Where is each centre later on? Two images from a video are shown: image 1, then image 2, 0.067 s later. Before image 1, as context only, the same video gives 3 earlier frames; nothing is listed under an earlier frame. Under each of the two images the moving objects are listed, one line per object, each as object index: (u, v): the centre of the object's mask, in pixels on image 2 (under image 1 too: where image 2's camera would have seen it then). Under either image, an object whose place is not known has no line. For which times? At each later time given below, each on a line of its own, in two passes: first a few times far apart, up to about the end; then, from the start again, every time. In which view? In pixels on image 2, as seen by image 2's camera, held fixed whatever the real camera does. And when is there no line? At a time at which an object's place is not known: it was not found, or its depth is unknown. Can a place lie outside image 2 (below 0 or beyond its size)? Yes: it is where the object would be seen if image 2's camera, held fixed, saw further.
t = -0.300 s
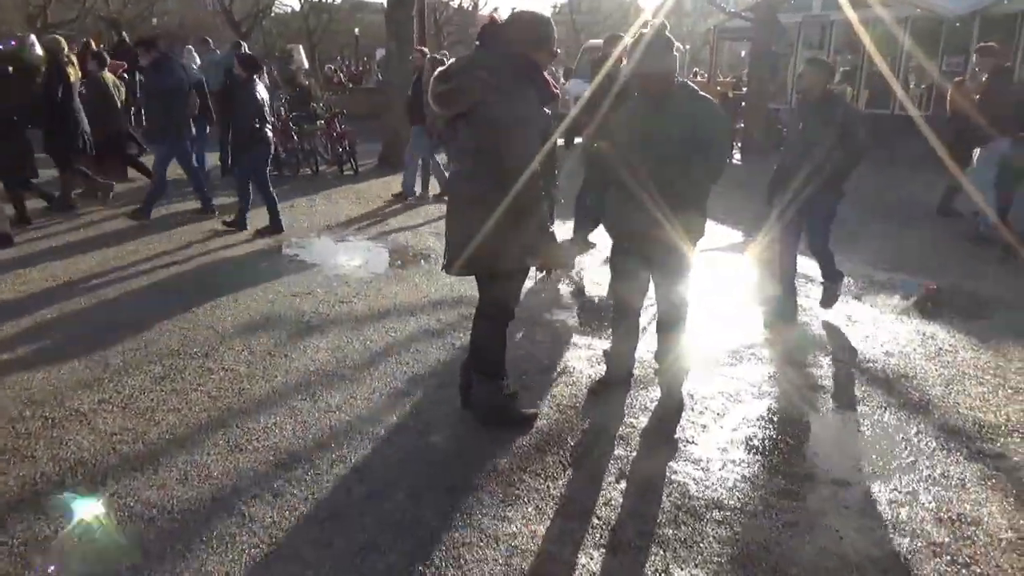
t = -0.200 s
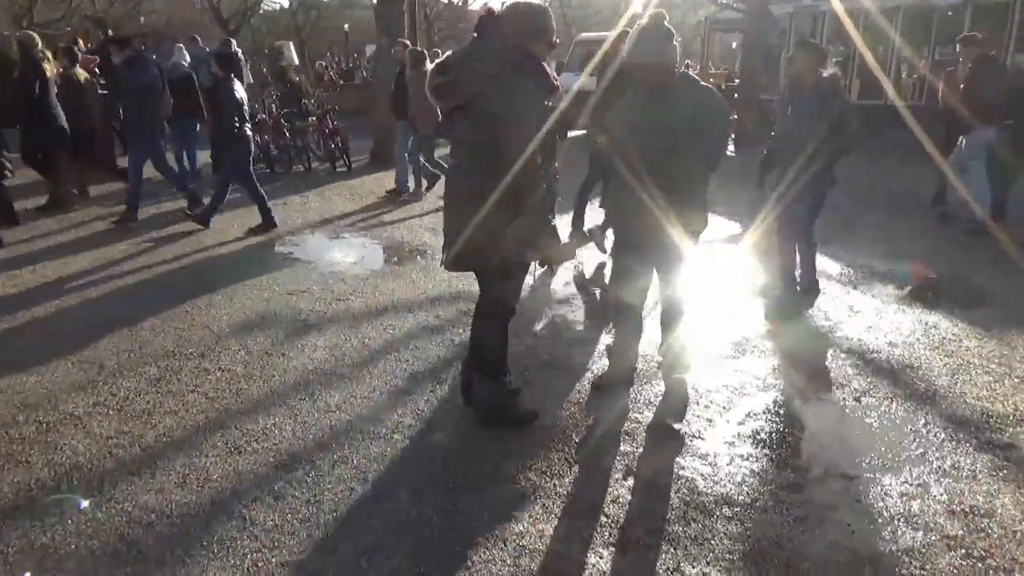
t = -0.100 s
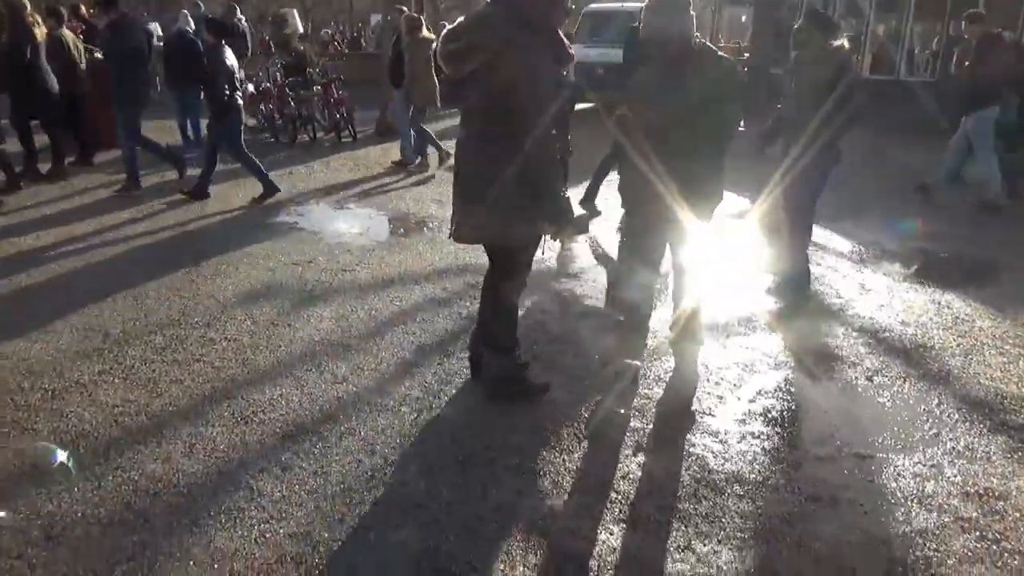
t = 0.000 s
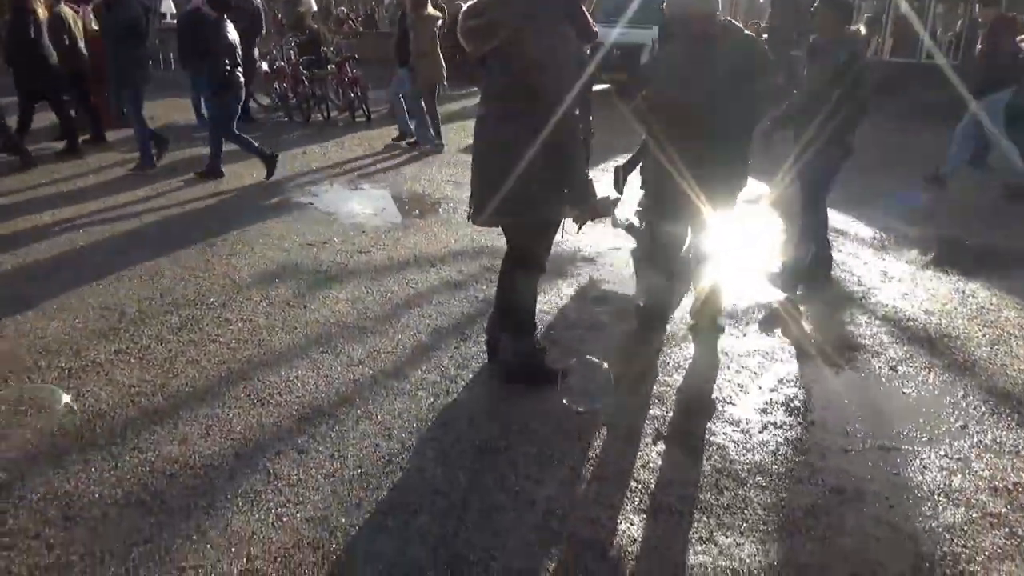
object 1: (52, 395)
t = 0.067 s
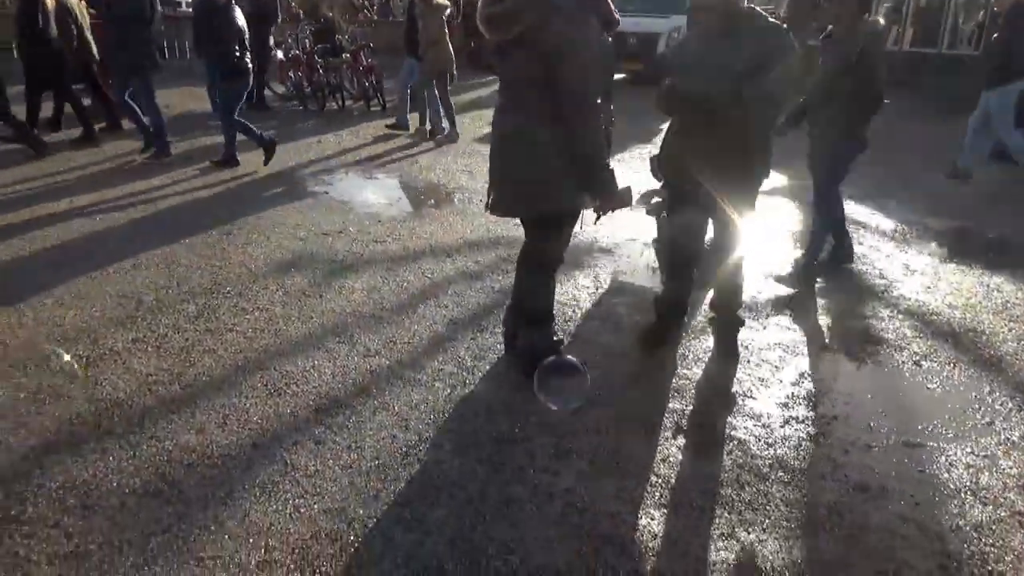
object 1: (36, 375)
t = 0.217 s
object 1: (37, 330)
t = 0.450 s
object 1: (91, 270)
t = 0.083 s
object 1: (32, 374)
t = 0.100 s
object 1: (30, 374)
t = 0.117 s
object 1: (28, 368)
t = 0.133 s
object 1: (26, 361)
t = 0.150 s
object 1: (30, 357)
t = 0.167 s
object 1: (36, 354)
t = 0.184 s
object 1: (35, 347)
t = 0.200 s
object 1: (33, 338)
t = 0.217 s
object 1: (37, 330)
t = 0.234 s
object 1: (39, 325)
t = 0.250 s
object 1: (42, 322)
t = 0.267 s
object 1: (42, 320)
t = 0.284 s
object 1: (46, 315)
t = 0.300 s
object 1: (51, 301)
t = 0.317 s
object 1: (55, 297)
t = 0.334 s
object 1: (58, 293)
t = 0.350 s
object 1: (63, 288)
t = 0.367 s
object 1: (66, 285)
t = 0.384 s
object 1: (70, 282)
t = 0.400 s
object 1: (75, 278)
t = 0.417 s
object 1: (81, 275)
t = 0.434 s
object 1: (87, 271)
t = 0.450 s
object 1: (91, 270)
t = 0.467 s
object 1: (96, 271)
